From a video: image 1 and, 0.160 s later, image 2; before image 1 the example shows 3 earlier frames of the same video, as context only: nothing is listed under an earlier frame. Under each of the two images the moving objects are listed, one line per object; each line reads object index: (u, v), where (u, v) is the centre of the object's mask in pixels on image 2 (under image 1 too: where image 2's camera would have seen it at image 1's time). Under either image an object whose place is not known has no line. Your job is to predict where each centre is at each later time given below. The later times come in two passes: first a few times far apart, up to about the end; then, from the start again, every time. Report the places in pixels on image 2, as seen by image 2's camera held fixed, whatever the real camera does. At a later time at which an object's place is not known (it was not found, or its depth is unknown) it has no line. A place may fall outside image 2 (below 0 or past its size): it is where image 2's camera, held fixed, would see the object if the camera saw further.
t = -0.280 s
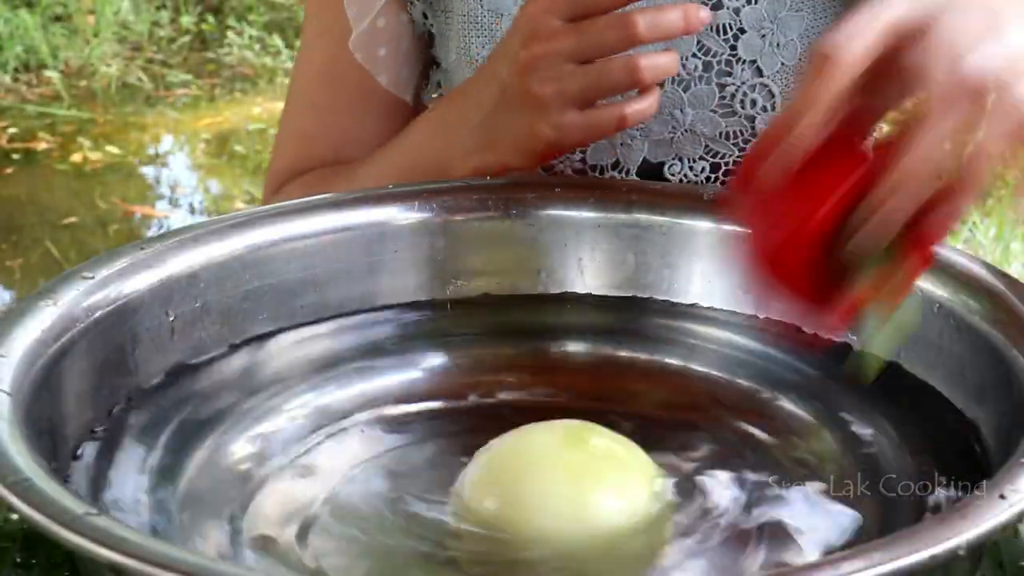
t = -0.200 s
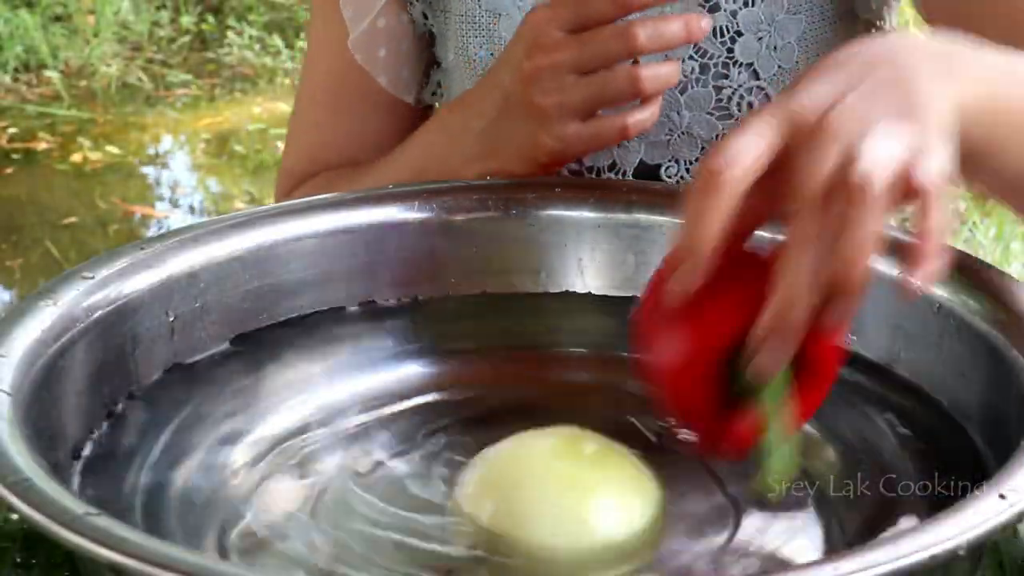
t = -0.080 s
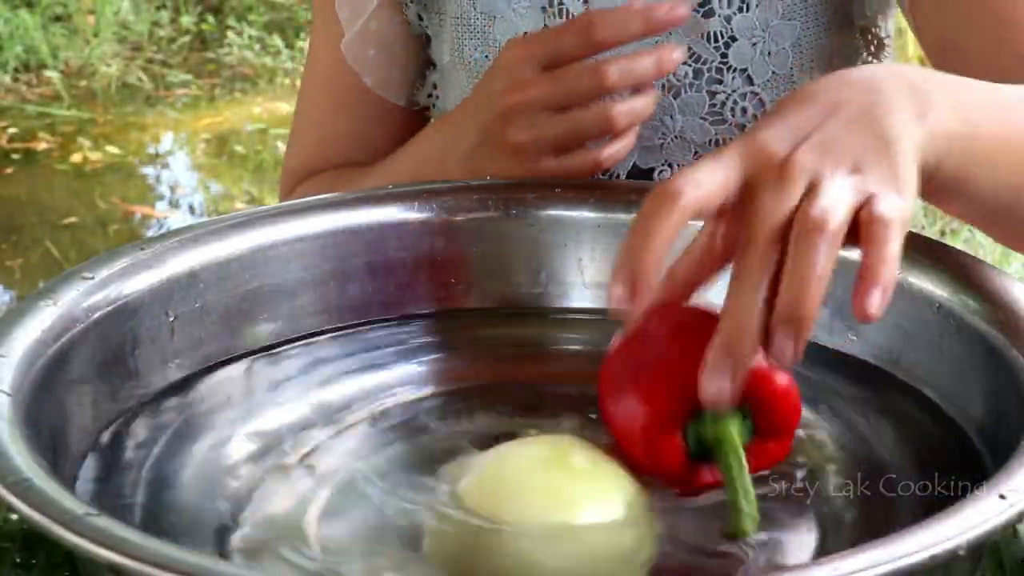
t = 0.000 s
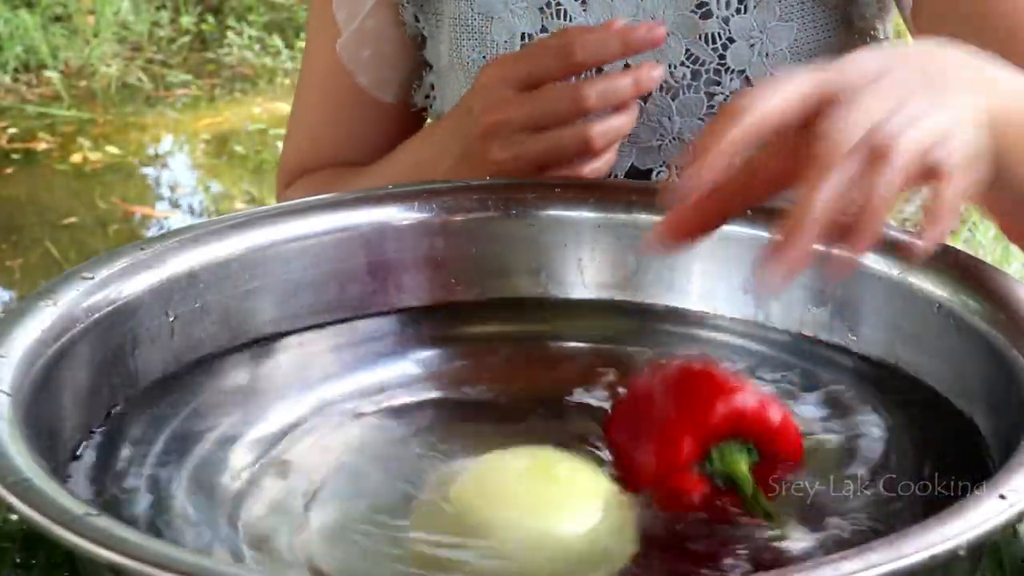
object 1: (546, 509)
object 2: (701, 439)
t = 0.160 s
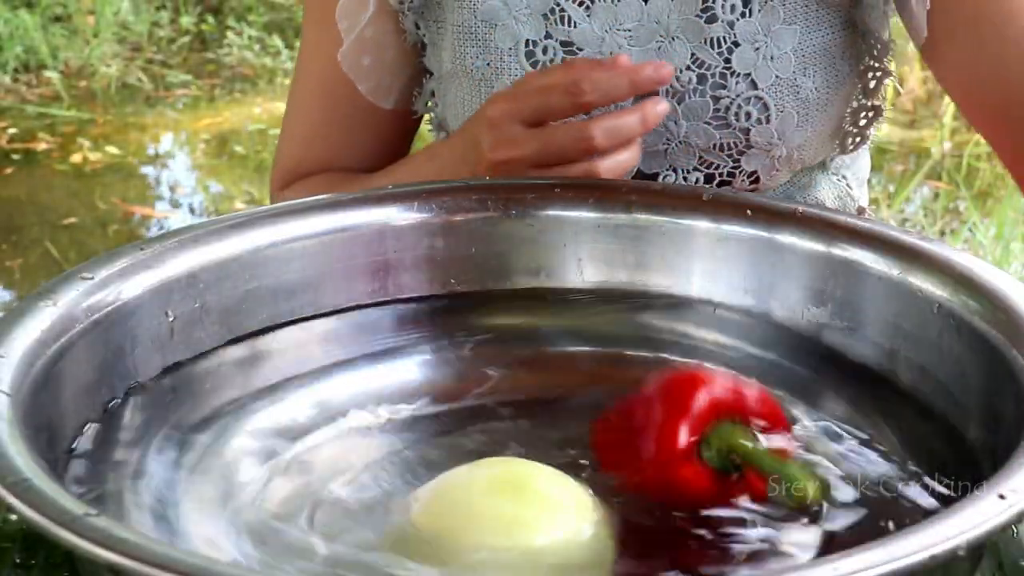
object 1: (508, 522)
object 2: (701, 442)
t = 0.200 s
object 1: (512, 514)
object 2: (700, 420)
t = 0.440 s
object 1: (490, 524)
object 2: (695, 418)
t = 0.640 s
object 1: (468, 520)
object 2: (674, 395)
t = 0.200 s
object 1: (512, 514)
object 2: (700, 420)
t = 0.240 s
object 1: (503, 511)
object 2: (697, 408)
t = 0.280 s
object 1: (493, 503)
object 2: (695, 398)
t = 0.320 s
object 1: (490, 500)
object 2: (697, 396)
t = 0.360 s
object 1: (517, 514)
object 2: (696, 398)
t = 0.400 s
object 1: (486, 525)
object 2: (691, 404)
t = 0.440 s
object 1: (490, 524)
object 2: (695, 418)
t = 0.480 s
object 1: (481, 527)
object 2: (691, 428)
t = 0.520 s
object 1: (475, 524)
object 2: (686, 422)
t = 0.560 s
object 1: (470, 519)
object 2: (681, 412)
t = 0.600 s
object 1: (468, 519)
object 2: (677, 404)
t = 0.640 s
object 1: (468, 520)
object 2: (674, 395)
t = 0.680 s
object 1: (460, 518)
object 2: (669, 390)
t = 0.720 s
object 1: (448, 518)
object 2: (667, 389)
